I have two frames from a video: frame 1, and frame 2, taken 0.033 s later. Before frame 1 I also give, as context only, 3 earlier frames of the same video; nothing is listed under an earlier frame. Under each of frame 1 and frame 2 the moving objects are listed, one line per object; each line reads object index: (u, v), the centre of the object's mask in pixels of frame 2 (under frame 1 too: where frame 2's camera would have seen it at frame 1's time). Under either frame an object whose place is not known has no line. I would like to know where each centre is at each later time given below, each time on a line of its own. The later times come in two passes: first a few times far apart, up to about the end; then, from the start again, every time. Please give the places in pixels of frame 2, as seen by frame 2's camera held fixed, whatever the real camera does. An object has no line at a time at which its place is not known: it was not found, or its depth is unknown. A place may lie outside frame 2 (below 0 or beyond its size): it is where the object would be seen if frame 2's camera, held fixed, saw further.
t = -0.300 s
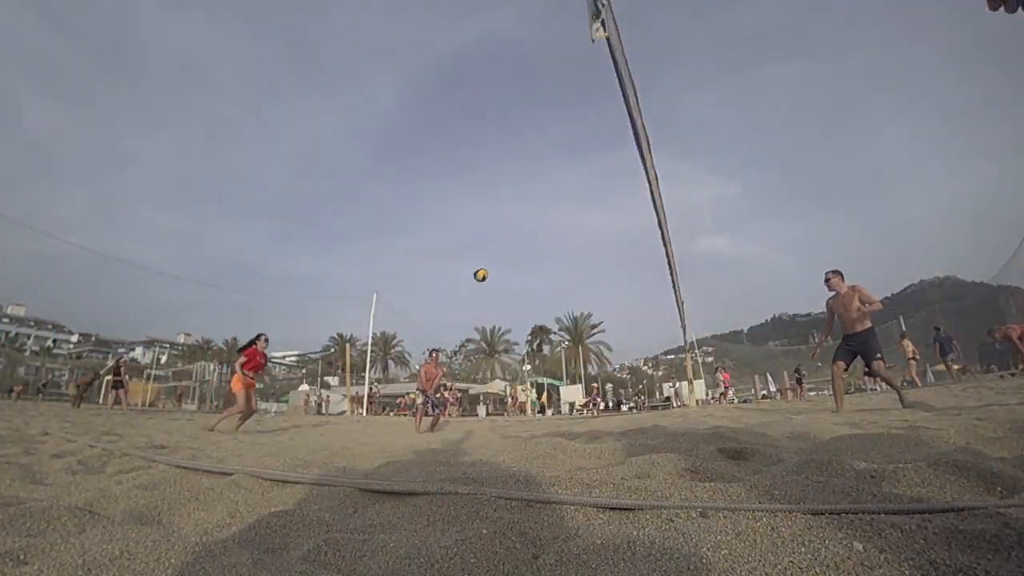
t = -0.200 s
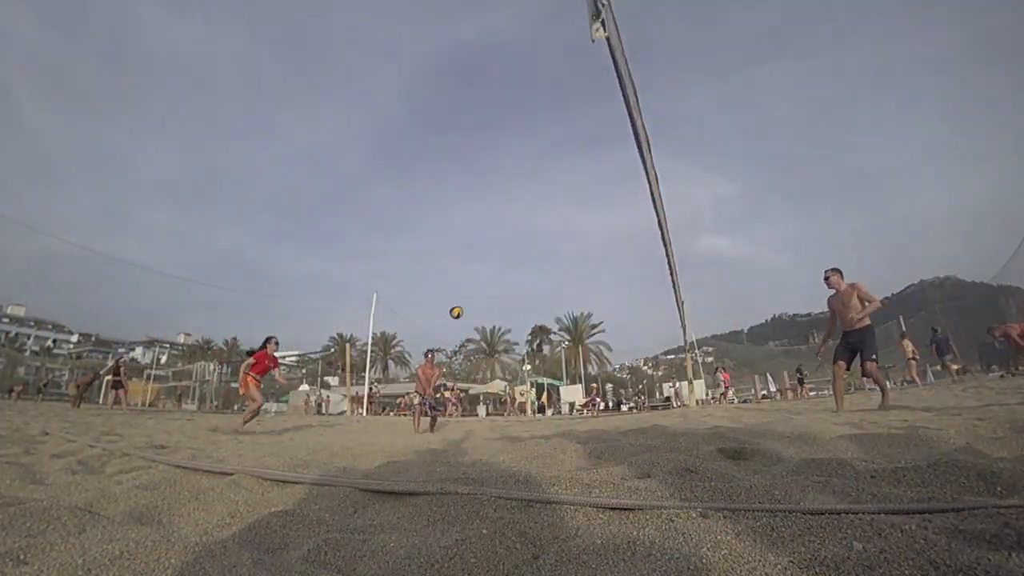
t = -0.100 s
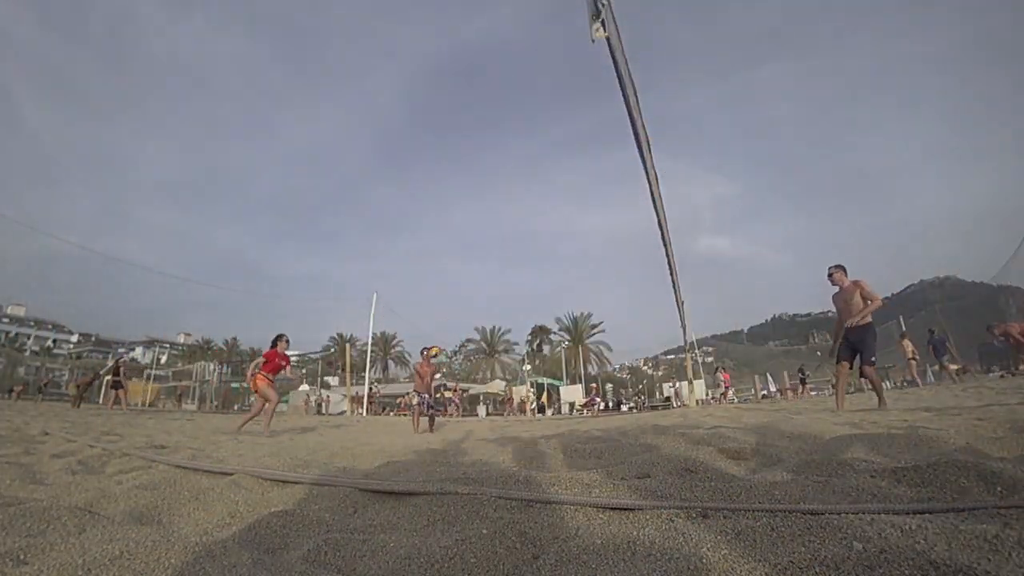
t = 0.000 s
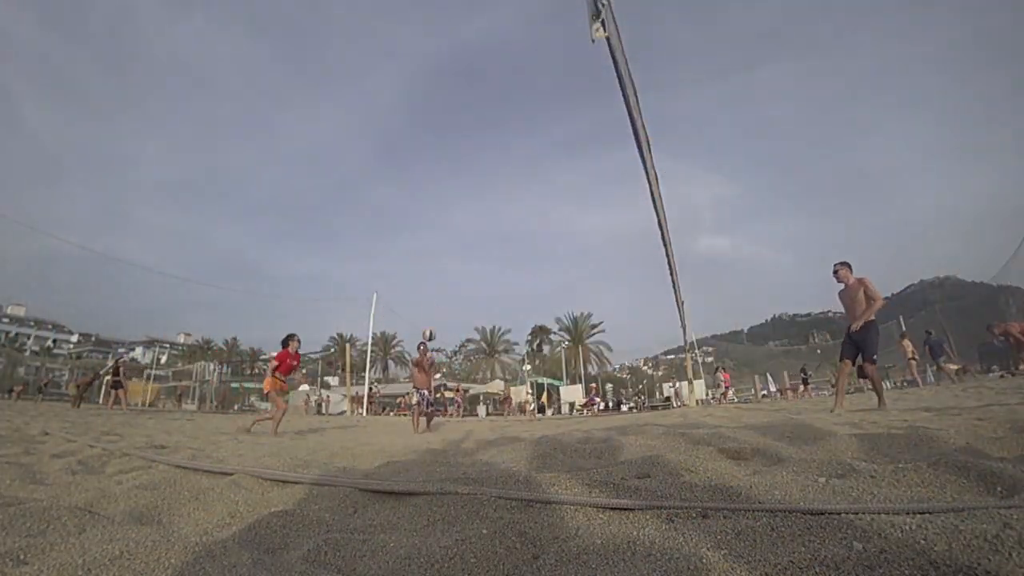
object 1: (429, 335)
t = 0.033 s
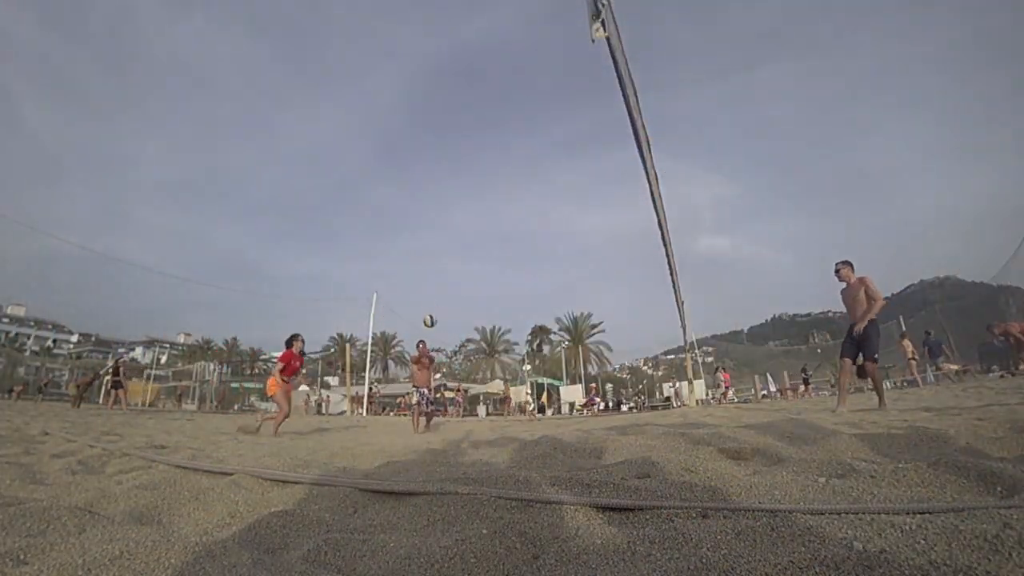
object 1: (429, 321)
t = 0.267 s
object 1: (436, 242)
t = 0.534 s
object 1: (443, 192)
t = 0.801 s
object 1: (450, 178)
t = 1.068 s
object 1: (457, 206)
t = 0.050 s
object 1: (430, 314)
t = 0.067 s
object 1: (430, 308)
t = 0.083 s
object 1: (431, 301)
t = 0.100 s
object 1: (432, 296)
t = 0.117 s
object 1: (432, 289)
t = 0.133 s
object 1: (433, 283)
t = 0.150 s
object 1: (433, 278)
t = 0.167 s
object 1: (434, 272)
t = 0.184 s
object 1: (435, 267)
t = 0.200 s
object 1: (435, 262)
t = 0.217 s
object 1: (435, 257)
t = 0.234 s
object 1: (436, 251)
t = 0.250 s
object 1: (436, 247)
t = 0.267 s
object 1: (436, 242)
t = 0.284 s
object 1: (437, 238)
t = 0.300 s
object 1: (437, 234)
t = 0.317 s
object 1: (438, 230)
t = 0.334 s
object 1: (438, 226)
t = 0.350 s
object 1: (439, 222)
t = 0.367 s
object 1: (439, 218)
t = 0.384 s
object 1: (439, 215)
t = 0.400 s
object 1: (440, 212)
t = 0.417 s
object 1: (440, 209)
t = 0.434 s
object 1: (441, 206)
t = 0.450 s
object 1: (441, 203)
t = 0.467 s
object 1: (442, 201)
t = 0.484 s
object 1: (442, 199)
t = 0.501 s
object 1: (442, 196)
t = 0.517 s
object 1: (443, 194)
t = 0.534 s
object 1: (443, 192)
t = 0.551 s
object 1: (444, 190)
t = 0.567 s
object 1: (445, 188)
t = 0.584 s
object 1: (445, 186)
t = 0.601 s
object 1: (445, 185)
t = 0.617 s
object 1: (446, 184)
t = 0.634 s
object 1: (446, 183)
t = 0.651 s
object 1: (447, 181)
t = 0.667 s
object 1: (447, 180)
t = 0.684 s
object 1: (447, 179)
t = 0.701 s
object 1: (448, 179)
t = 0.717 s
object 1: (448, 178)
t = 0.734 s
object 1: (448, 178)
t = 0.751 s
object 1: (449, 178)
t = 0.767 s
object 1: (449, 178)
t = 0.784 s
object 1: (450, 178)
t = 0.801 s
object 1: (450, 178)
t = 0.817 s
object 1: (450, 178)
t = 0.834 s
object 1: (451, 179)
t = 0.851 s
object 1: (451, 180)
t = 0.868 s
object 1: (451, 181)
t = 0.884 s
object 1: (452, 182)
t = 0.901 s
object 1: (452, 183)
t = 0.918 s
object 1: (453, 185)
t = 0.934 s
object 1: (453, 186)
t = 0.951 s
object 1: (453, 188)
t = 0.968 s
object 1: (454, 190)
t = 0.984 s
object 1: (455, 192)
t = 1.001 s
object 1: (455, 195)
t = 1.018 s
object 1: (455, 197)
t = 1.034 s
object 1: (456, 200)
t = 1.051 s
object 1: (456, 203)
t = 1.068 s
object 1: (457, 206)
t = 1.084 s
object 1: (457, 210)
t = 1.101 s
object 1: (457, 213)
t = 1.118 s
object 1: (458, 217)
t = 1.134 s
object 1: (458, 222)
